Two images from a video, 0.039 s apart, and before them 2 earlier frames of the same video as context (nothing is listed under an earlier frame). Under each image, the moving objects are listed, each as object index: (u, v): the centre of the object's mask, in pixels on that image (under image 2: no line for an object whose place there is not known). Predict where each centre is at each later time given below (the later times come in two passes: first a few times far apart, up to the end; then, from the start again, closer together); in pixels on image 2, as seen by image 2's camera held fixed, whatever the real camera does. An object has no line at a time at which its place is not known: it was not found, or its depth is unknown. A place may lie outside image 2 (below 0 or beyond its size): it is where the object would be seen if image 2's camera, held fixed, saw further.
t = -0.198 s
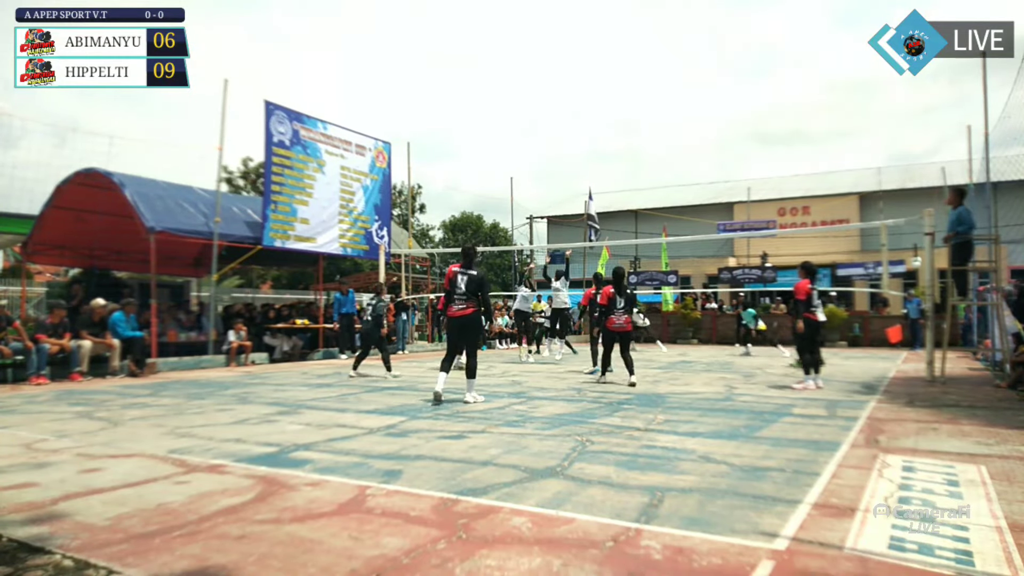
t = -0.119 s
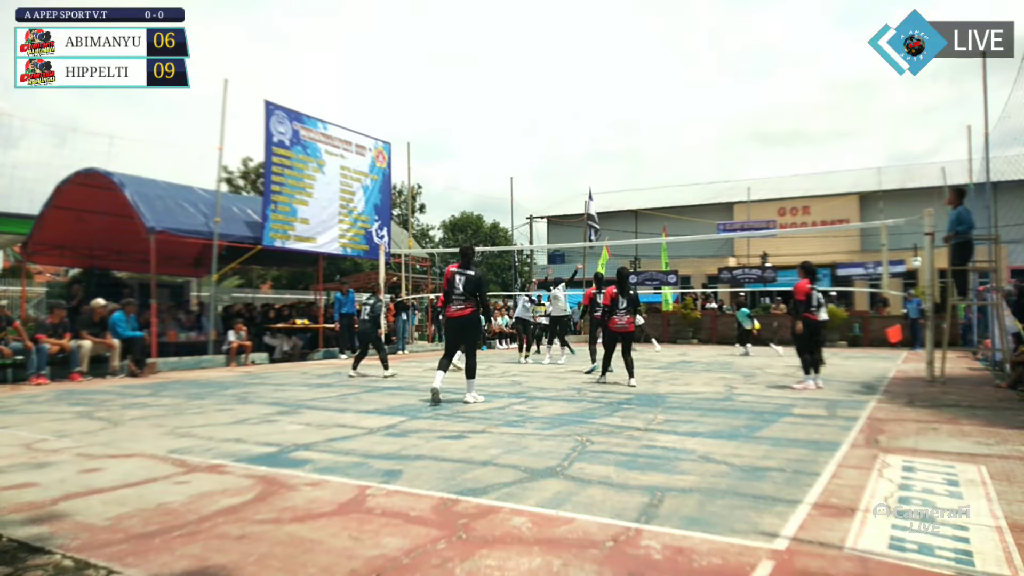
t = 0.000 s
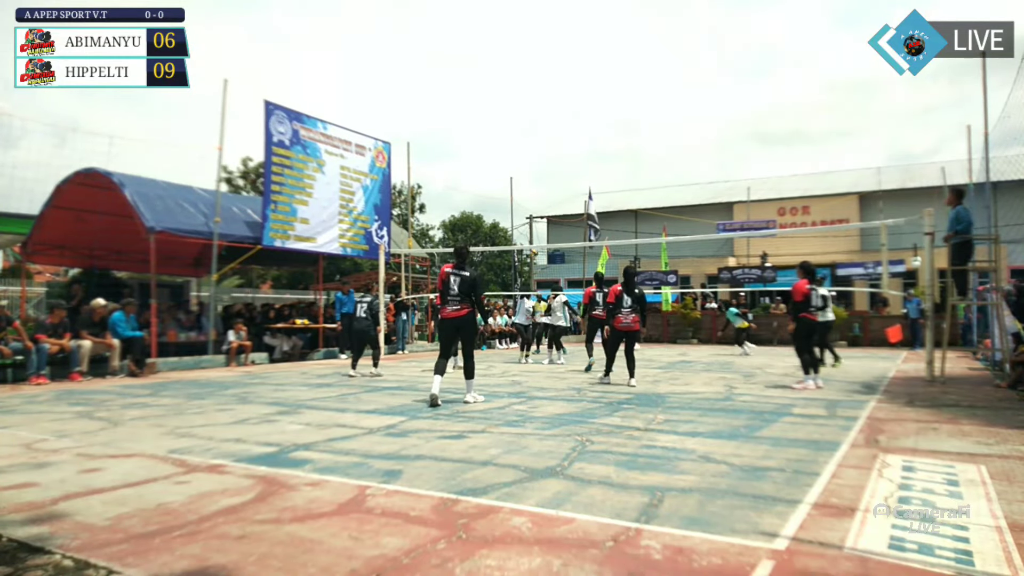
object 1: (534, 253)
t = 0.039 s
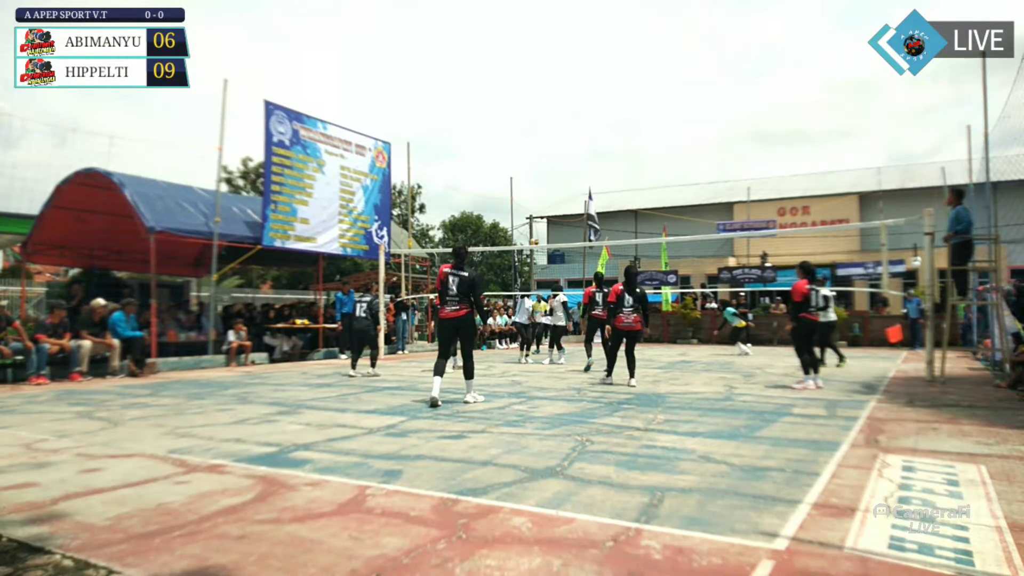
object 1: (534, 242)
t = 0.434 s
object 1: (539, 145)
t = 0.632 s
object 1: (542, 124)
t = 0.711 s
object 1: (543, 119)
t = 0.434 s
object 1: (539, 145)
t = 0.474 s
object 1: (540, 140)
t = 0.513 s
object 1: (541, 136)
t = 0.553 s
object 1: (541, 131)
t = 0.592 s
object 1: (541, 128)
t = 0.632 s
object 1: (542, 124)
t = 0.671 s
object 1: (542, 121)
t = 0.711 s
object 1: (543, 119)
